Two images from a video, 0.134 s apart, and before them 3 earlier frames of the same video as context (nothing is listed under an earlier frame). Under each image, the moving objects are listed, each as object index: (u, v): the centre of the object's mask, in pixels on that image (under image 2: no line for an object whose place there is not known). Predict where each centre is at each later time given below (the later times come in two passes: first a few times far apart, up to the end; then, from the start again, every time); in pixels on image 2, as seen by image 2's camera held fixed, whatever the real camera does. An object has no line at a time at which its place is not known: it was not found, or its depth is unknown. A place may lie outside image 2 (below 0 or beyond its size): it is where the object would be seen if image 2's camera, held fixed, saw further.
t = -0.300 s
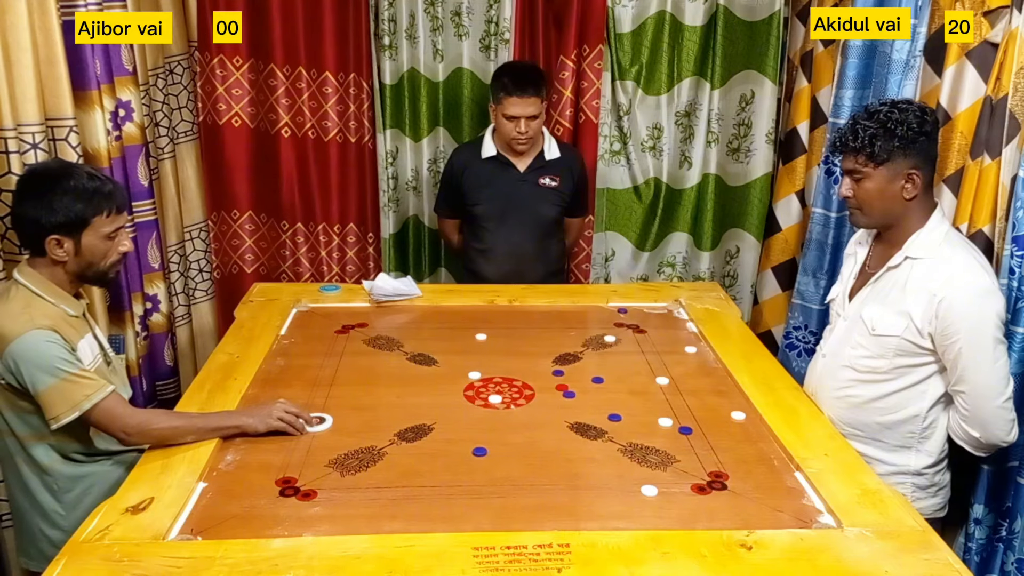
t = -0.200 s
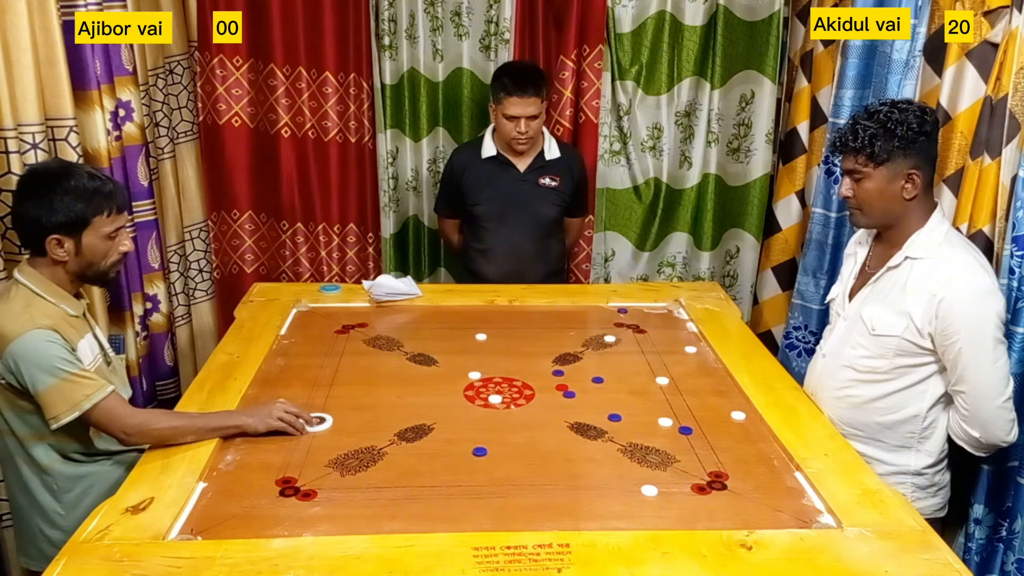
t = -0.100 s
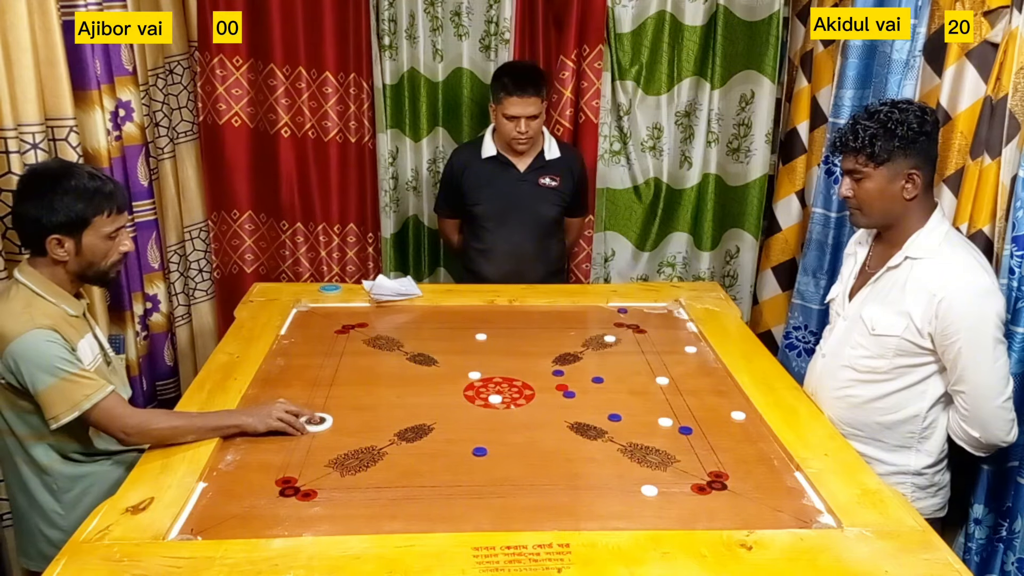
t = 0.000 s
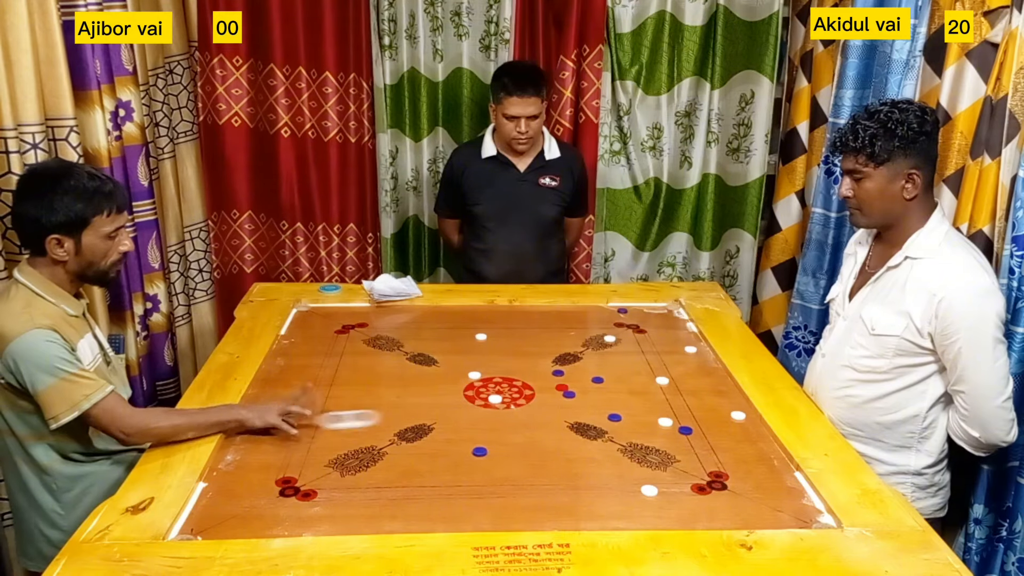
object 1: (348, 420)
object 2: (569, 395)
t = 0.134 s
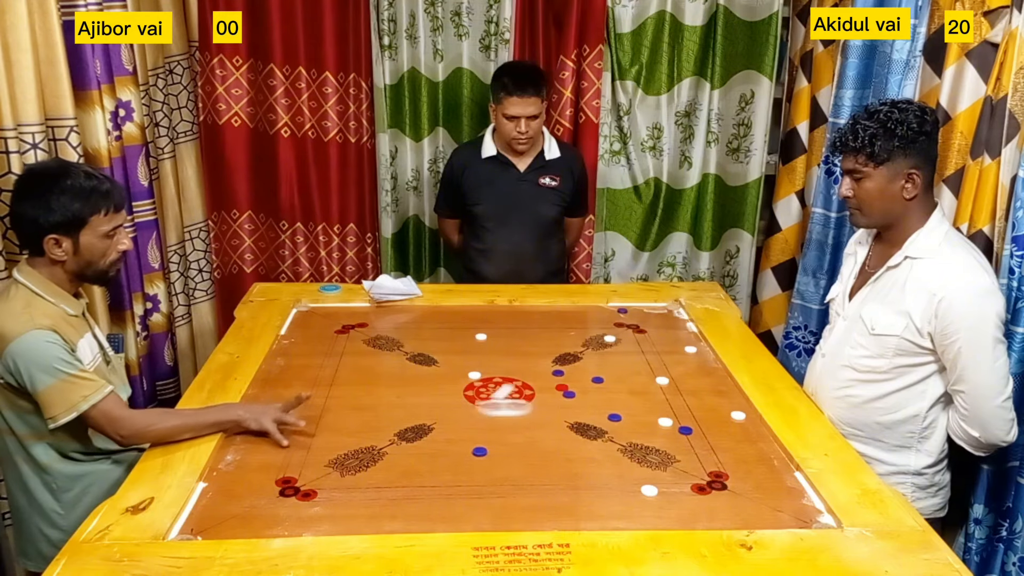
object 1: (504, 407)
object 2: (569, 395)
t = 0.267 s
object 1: (634, 406)
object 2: (569, 395)
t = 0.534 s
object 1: (638, 399)
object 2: (569, 394)
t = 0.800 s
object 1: (526, 398)
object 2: (445, 383)
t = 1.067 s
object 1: (467, 399)
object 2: (315, 394)
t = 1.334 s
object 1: (451, 399)
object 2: (264, 401)
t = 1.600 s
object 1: (451, 399)
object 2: (285, 403)
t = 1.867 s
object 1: (450, 399)
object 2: (285, 403)
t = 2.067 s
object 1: (450, 399)
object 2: (285, 403)
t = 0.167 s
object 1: (538, 407)
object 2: (569, 395)
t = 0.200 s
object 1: (571, 407)
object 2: (569, 394)
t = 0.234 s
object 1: (603, 406)
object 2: (569, 394)
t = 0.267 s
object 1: (634, 406)
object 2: (569, 395)
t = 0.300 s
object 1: (665, 405)
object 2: (569, 395)
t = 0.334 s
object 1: (695, 404)
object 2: (569, 395)
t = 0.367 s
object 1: (722, 403)
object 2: (569, 395)
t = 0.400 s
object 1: (719, 402)
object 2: (569, 395)
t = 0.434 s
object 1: (697, 401)
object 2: (569, 395)
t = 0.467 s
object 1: (677, 401)
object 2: (569, 394)
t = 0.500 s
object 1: (657, 400)
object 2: (569, 394)
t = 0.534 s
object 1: (638, 399)
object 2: (569, 394)
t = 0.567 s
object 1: (619, 399)
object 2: (569, 394)
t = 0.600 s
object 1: (600, 398)
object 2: (569, 394)
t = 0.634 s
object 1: (585, 398)
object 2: (554, 392)
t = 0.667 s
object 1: (572, 398)
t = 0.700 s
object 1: (559, 398)
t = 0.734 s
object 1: (547, 398)
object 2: (485, 380)
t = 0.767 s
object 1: (536, 398)
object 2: (464, 381)
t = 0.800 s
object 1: (526, 398)
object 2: (445, 383)
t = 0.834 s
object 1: (516, 398)
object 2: (427, 385)
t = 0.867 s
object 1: (507, 399)
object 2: (410, 386)
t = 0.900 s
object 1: (499, 398)
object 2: (393, 388)
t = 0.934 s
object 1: (491, 399)
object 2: (376, 389)
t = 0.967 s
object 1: (484, 399)
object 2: (361, 390)
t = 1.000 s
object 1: (477, 399)
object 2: (346, 391)
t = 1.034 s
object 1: (471, 399)
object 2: (330, 393)
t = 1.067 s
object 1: (467, 399)
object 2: (315, 394)
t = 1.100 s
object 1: (462, 399)
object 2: (301, 395)
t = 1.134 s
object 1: (458, 399)
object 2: (288, 396)
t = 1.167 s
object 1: (456, 399)
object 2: (276, 397)
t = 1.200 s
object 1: (453, 399)
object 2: (265, 398)
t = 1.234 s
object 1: (452, 399)
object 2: (256, 399)
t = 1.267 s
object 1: (451, 399)
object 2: (253, 400)
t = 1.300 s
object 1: (451, 399)
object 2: (259, 400)
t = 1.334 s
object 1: (451, 399)
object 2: (264, 401)
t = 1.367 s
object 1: (451, 399)
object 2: (268, 401)
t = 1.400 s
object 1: (451, 399)
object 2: (273, 402)
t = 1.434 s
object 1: (451, 399)
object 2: (277, 402)
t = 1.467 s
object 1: (451, 399)
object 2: (280, 403)
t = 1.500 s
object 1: (451, 399)
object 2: (282, 403)
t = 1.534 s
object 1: (451, 399)
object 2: (284, 403)
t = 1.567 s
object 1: (451, 399)
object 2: (285, 403)
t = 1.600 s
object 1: (451, 399)
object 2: (285, 403)
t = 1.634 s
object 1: (451, 399)
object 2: (285, 403)
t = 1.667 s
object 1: (451, 399)
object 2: (285, 403)
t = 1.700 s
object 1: (451, 398)
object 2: (285, 403)
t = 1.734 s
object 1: (451, 399)
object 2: (285, 403)
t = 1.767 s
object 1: (451, 398)
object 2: (285, 403)
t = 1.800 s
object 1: (451, 398)
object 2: (285, 403)
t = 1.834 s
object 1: (451, 398)
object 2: (285, 403)
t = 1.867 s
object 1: (450, 399)
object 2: (285, 403)
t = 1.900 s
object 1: (450, 399)
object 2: (285, 403)
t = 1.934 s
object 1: (451, 398)
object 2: (285, 403)
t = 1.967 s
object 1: (450, 399)
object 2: (285, 403)
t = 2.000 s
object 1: (450, 399)
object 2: (285, 403)
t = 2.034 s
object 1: (451, 398)
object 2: (285, 403)
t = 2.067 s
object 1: (450, 399)
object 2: (285, 403)
